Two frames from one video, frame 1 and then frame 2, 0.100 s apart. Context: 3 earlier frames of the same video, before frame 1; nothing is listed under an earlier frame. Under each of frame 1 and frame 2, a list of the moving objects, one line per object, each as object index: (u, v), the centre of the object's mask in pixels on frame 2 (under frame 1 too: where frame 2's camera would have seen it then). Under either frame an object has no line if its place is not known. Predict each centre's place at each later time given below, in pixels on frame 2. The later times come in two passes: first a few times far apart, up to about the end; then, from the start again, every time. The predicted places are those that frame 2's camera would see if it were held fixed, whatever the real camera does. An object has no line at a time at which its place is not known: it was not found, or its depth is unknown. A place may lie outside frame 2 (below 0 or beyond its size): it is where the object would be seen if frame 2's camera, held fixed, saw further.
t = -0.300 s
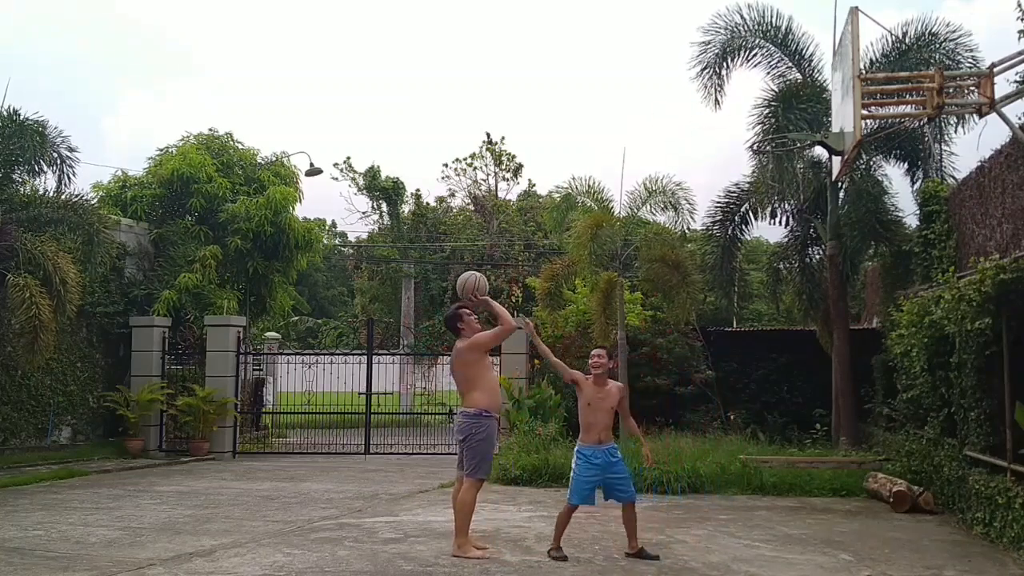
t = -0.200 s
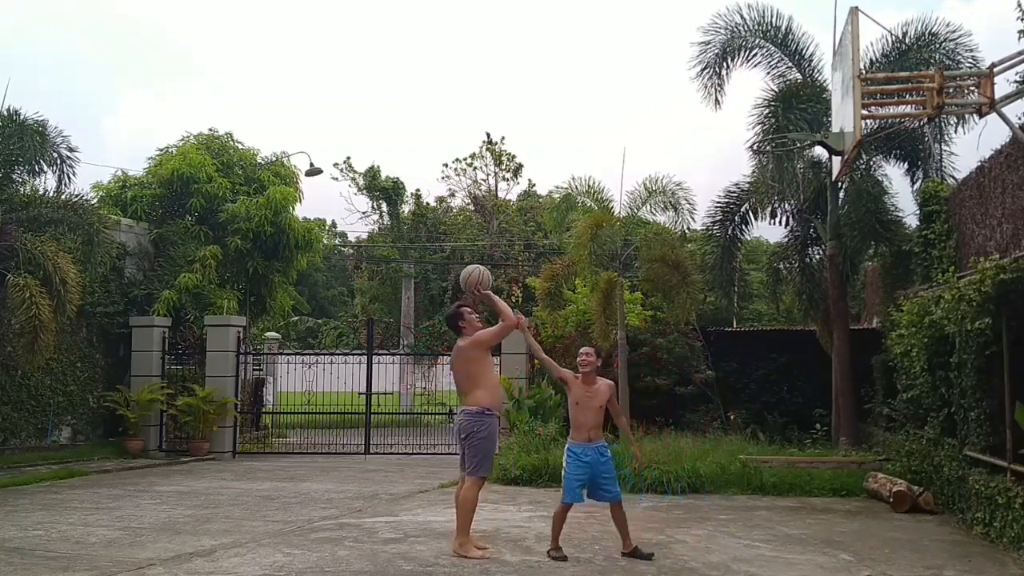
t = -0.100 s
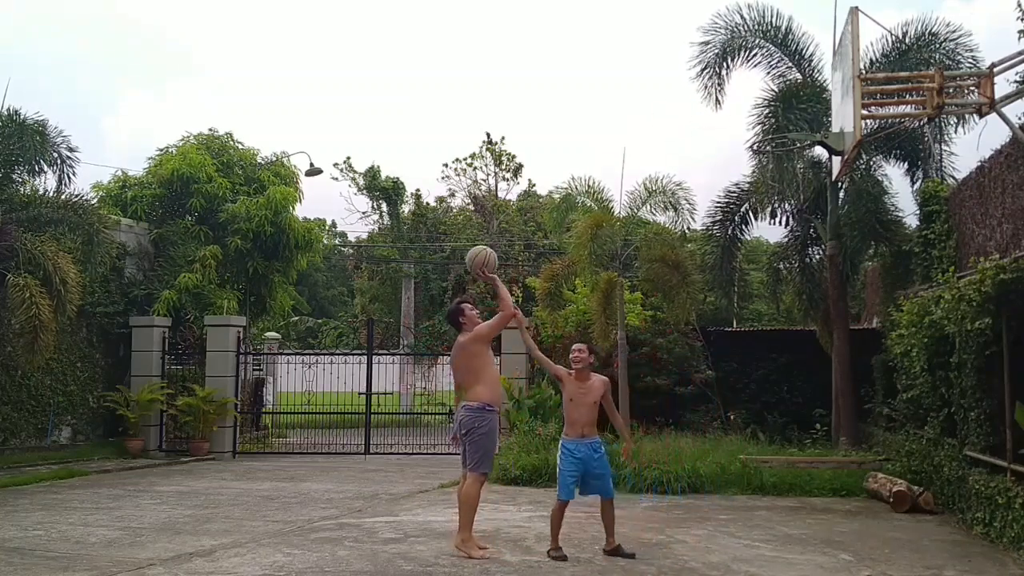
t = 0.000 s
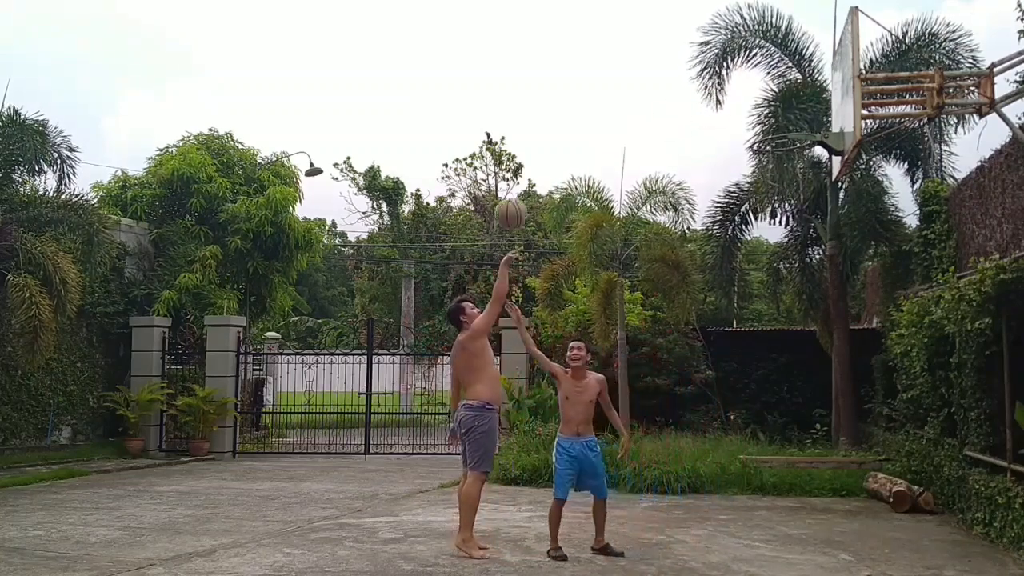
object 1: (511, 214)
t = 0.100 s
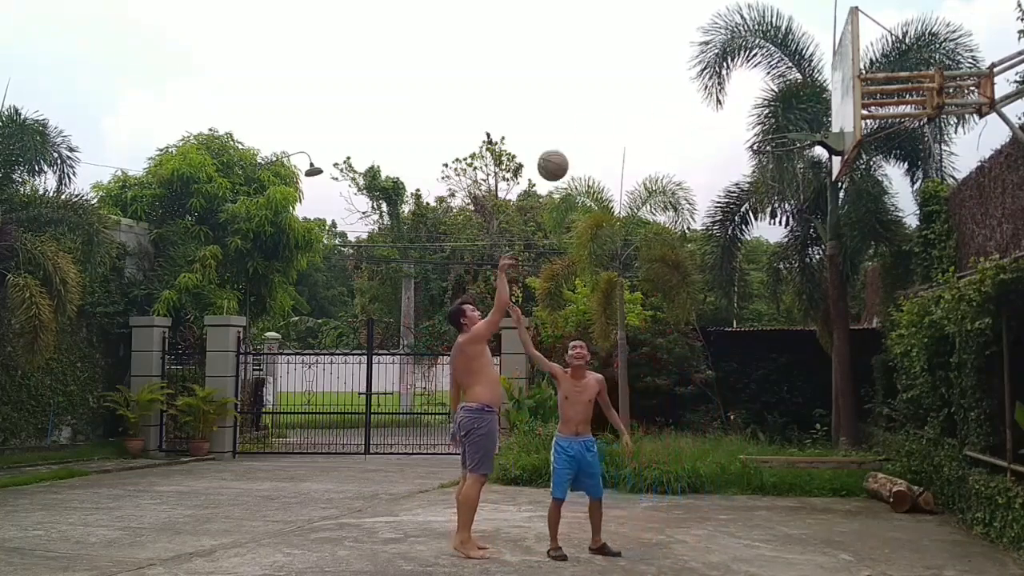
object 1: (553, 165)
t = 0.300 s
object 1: (636, 105)
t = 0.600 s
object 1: (764, 106)
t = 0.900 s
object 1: (786, 135)
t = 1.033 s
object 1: (756, 174)
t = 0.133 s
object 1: (566, 152)
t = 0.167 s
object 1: (580, 140)
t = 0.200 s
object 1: (594, 129)
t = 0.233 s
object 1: (608, 120)
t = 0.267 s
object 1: (622, 112)
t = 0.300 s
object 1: (636, 105)
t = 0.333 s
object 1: (650, 100)
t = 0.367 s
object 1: (664, 96)
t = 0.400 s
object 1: (678, 93)
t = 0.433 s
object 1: (692, 92)
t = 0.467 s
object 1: (706, 93)
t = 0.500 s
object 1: (721, 94)
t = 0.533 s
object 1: (735, 97)
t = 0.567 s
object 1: (750, 101)
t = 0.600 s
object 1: (764, 106)
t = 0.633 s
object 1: (780, 113)
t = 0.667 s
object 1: (793, 120)
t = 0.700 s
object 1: (806, 125)
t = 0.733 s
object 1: (815, 125)
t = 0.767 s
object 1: (819, 125)
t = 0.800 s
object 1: (811, 125)
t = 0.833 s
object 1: (803, 129)
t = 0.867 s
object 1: (794, 134)
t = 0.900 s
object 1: (786, 135)
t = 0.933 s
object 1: (777, 148)
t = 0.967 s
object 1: (771, 154)
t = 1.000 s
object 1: (764, 166)
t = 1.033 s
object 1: (756, 174)
